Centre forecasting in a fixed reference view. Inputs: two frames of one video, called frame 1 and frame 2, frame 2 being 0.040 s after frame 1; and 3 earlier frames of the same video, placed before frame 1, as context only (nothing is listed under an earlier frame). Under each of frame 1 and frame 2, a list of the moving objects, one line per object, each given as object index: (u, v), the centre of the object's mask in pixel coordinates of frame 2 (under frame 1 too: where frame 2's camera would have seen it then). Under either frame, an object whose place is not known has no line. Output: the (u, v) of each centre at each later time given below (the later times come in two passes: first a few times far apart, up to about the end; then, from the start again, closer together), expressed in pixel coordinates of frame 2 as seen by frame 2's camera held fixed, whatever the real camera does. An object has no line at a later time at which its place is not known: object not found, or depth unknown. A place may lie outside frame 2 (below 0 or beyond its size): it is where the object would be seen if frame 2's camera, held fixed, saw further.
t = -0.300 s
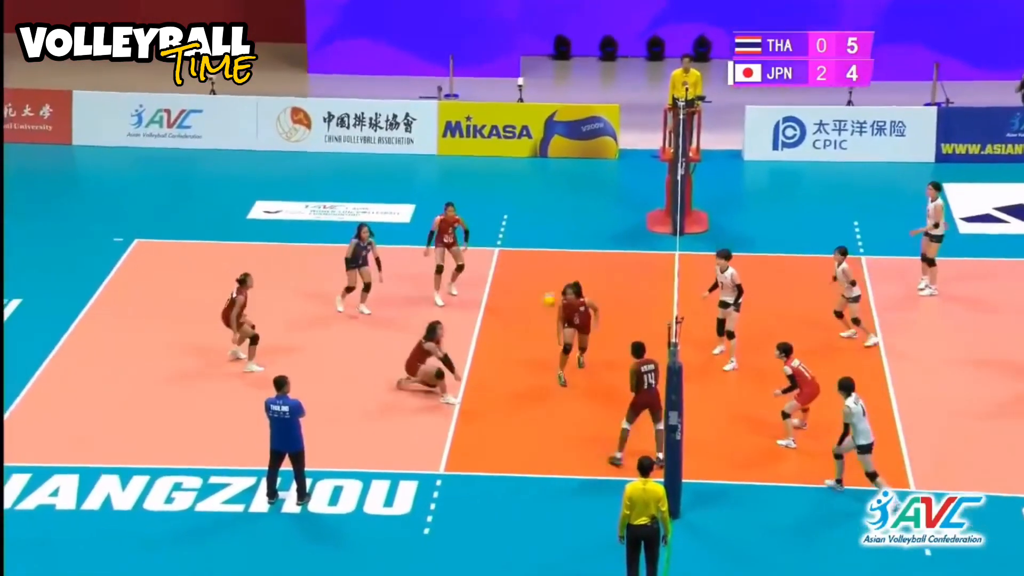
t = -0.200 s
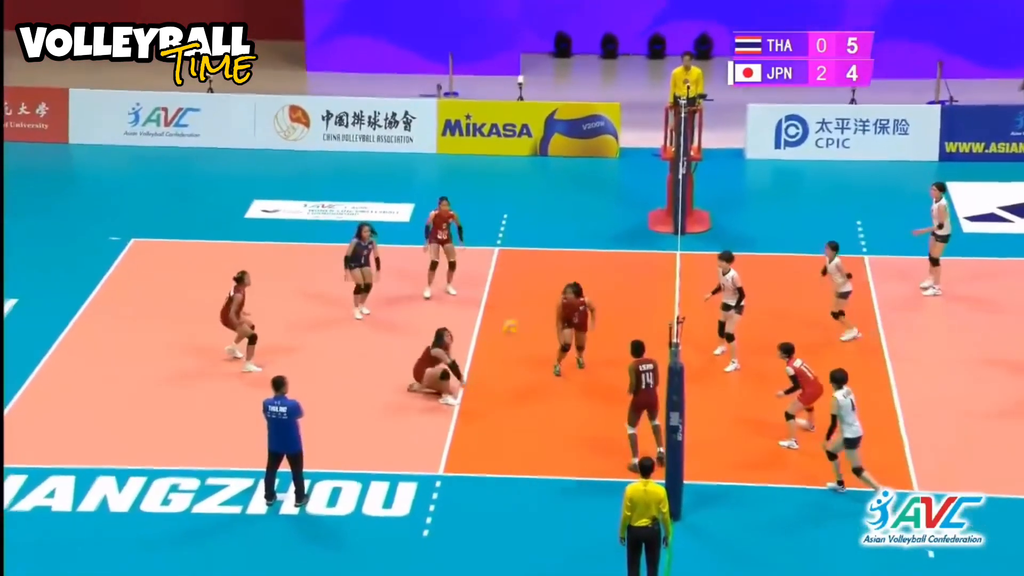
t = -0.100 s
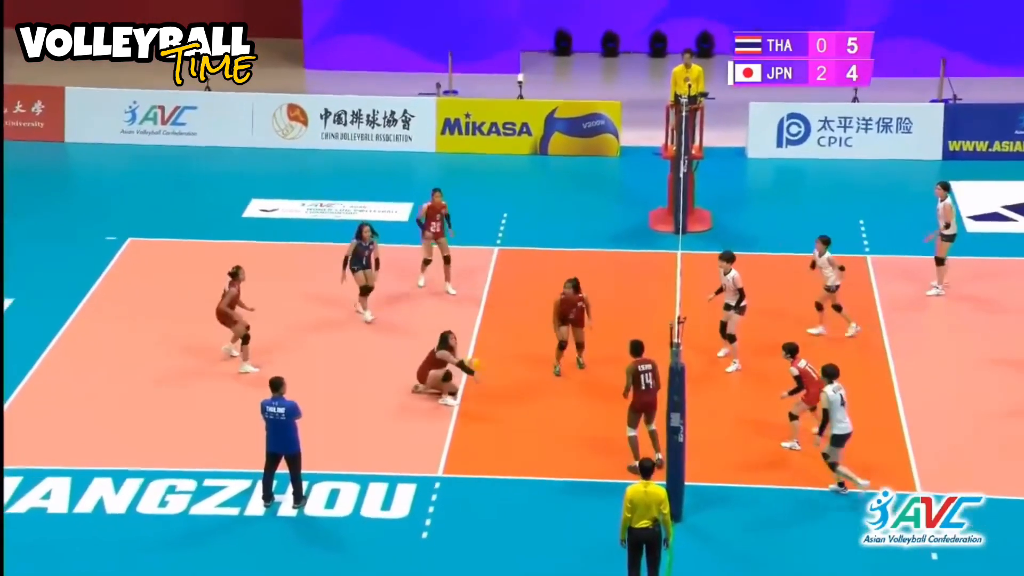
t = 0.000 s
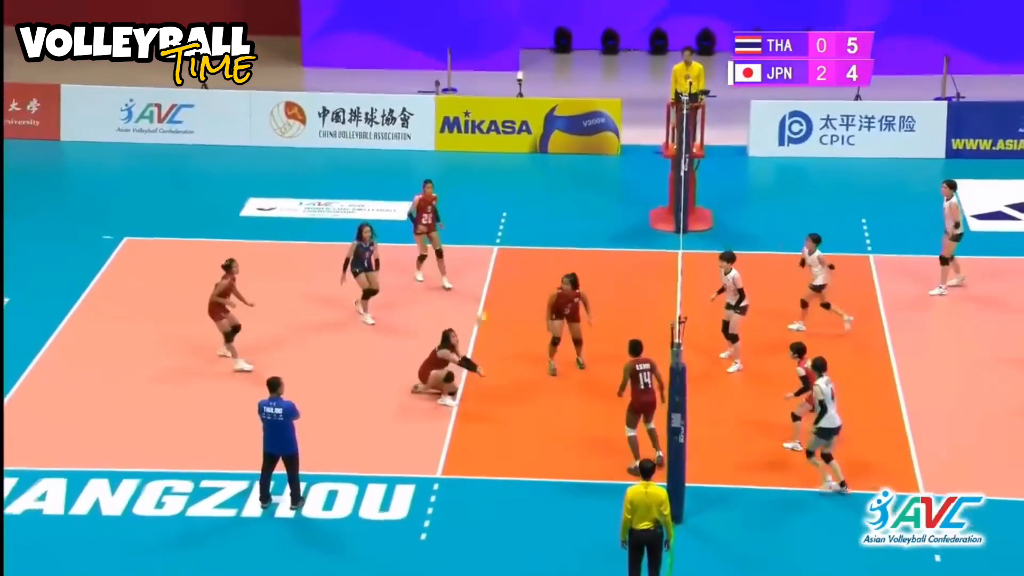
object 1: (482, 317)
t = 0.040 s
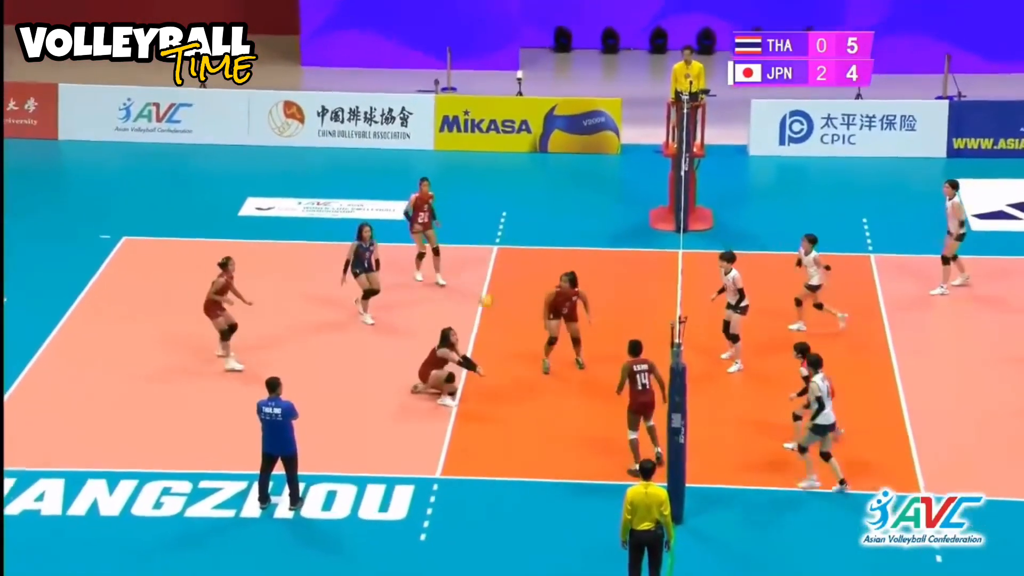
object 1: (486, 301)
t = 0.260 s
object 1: (512, 224)
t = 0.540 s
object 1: (542, 171)
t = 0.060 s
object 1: (489, 293)
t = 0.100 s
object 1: (493, 276)
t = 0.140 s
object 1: (497, 262)
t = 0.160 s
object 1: (497, 253)
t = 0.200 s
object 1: (506, 240)
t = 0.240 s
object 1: (509, 229)
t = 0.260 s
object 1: (512, 224)
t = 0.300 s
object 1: (516, 213)
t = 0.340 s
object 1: (521, 203)
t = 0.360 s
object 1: (522, 199)
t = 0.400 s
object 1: (526, 190)
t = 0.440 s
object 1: (532, 184)
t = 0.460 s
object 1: (533, 181)
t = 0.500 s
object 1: (538, 176)
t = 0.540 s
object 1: (542, 171)
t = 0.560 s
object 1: (544, 170)
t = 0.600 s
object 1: (548, 167)
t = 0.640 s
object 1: (553, 166)
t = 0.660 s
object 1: (555, 166)
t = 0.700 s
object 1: (560, 166)
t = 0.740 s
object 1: (564, 168)
